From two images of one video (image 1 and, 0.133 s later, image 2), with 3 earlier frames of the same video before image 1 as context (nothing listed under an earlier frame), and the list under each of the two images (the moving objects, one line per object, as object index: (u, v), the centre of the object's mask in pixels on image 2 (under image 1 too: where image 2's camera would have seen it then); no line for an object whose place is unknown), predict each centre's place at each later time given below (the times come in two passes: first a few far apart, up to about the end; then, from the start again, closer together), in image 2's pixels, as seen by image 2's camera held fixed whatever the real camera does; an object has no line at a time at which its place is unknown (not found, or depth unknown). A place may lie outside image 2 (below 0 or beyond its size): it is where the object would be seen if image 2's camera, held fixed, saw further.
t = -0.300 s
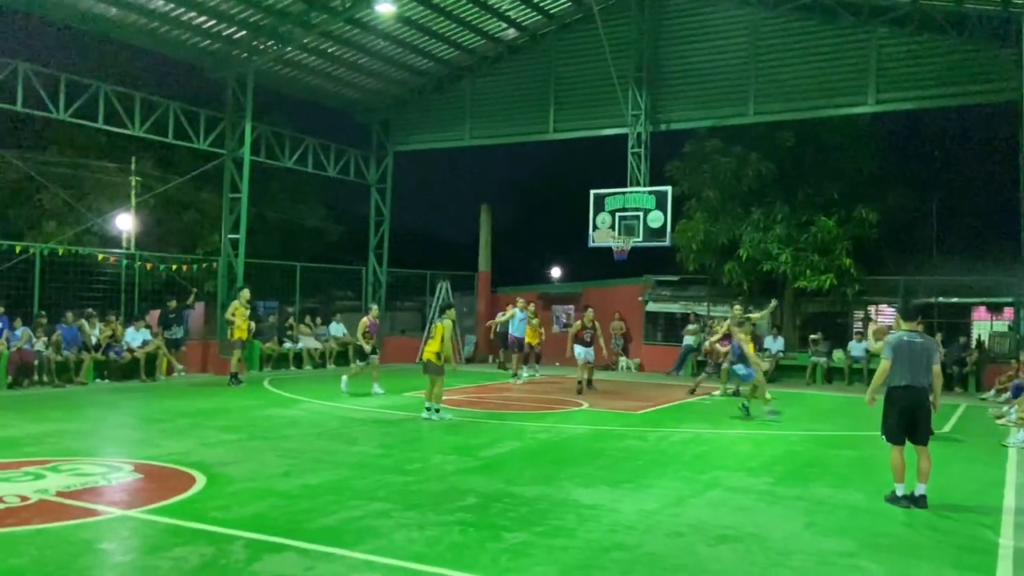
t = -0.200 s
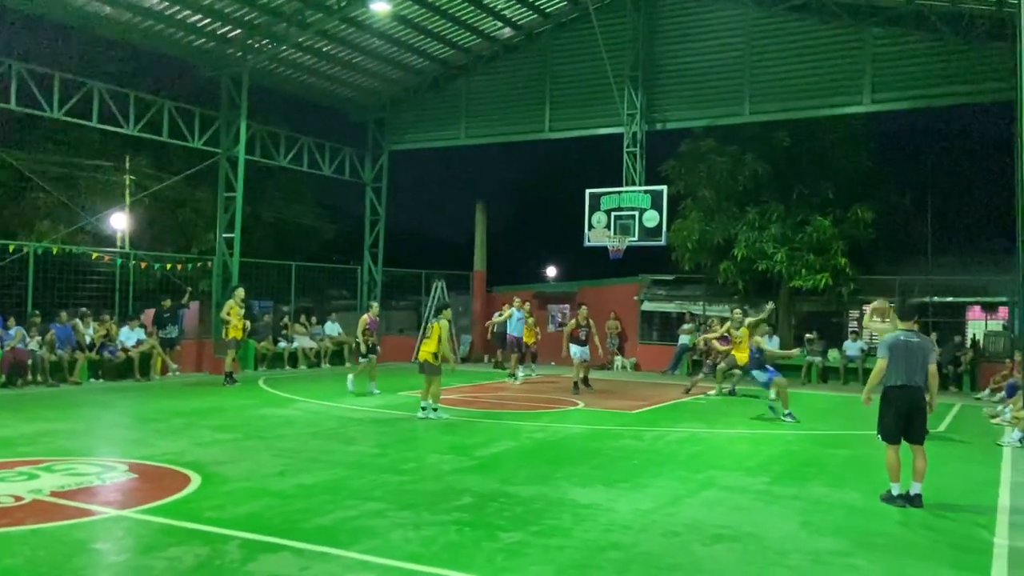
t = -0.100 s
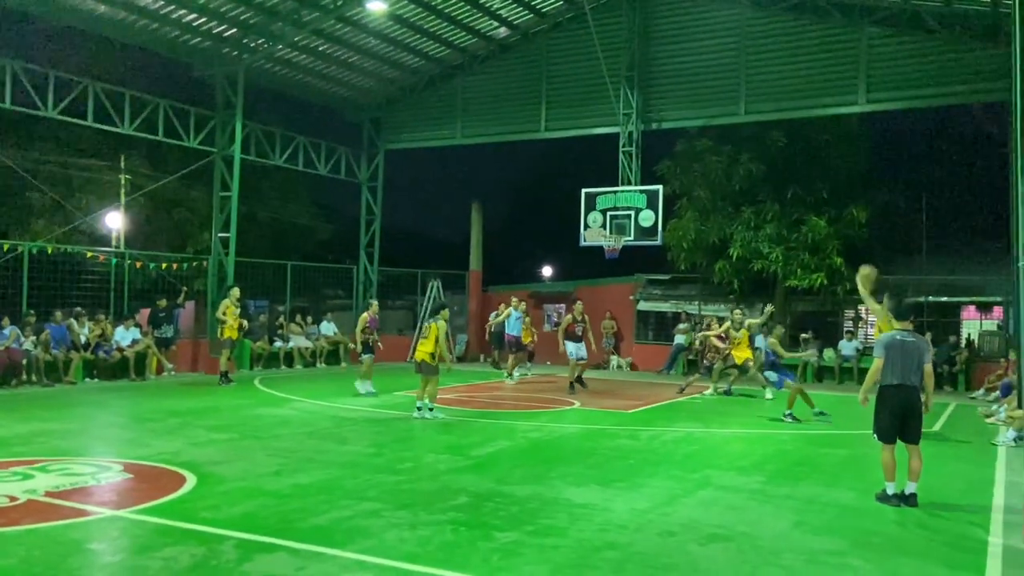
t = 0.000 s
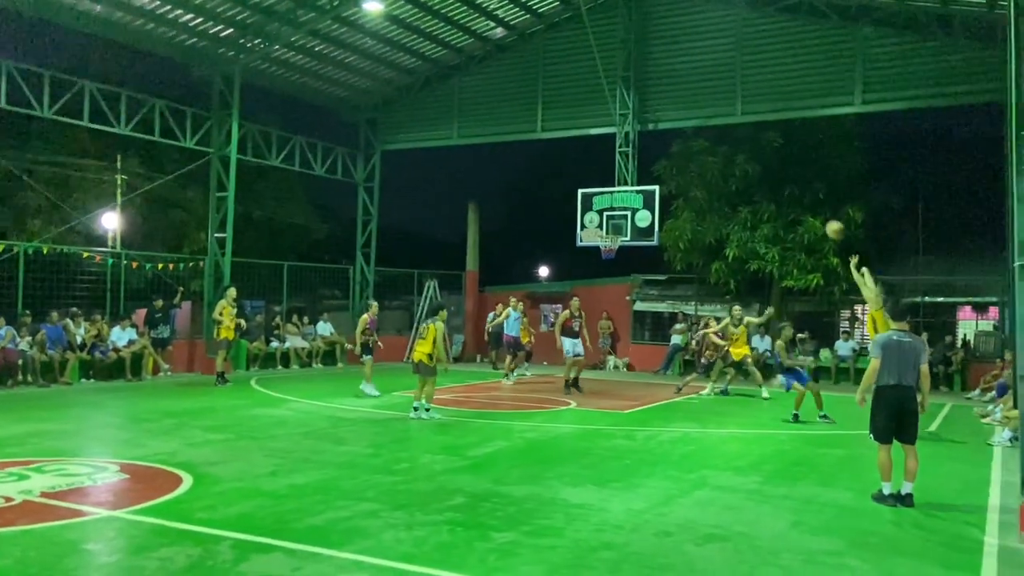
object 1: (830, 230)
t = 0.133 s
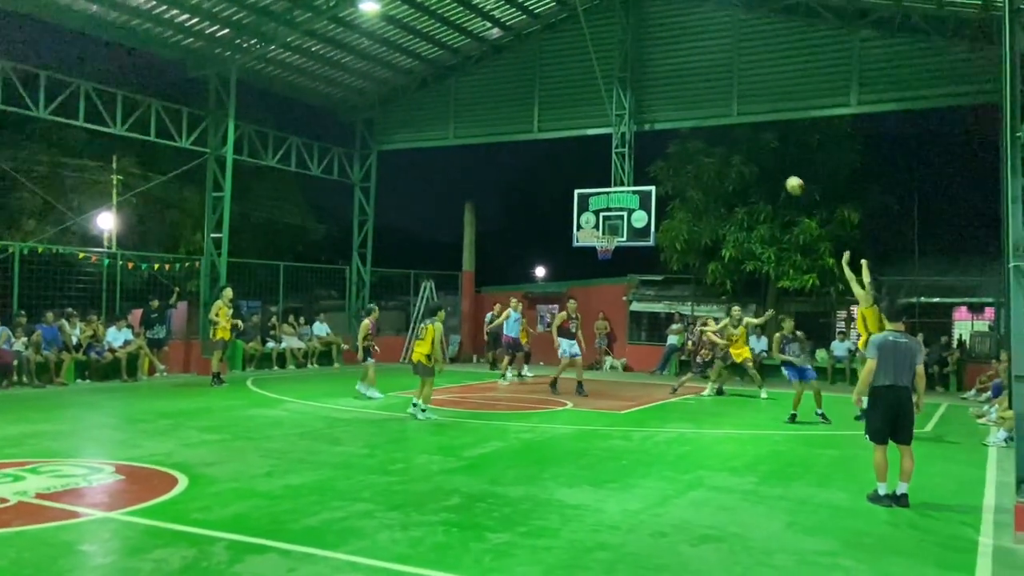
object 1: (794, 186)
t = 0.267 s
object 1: (762, 156)
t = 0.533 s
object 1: (706, 134)
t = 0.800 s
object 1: (658, 153)
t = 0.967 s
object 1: (632, 180)
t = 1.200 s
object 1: (597, 233)
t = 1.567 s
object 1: (639, 178)
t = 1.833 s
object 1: (667, 177)
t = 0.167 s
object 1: (786, 177)
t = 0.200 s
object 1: (777, 169)
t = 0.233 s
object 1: (770, 162)
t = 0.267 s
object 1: (762, 156)
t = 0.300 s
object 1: (755, 151)
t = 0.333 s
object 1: (747, 146)
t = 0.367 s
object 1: (740, 142)
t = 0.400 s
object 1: (733, 139)
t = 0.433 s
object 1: (726, 137)
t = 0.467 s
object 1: (719, 135)
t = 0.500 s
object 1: (712, 135)
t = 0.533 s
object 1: (706, 134)
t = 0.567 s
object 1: (699, 134)
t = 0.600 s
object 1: (693, 135)
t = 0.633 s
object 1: (687, 137)
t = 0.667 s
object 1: (681, 139)
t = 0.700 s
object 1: (675, 141)
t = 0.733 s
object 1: (669, 145)
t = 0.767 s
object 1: (664, 148)
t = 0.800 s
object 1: (658, 153)
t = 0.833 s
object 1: (652, 157)
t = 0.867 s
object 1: (647, 163)
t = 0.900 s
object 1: (641, 168)
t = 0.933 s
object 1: (636, 174)
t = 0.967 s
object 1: (632, 180)
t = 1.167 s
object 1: (600, 228)
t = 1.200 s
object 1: (597, 233)
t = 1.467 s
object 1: (628, 186)
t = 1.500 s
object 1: (632, 183)
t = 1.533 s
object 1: (635, 180)
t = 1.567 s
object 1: (639, 178)
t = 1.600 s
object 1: (643, 176)
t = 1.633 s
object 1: (646, 175)
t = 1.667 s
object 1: (650, 173)
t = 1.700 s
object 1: (654, 173)
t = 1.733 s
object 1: (657, 173)
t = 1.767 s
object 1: (660, 174)
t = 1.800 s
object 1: (664, 175)
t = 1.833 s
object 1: (667, 177)
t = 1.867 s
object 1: (671, 179)
